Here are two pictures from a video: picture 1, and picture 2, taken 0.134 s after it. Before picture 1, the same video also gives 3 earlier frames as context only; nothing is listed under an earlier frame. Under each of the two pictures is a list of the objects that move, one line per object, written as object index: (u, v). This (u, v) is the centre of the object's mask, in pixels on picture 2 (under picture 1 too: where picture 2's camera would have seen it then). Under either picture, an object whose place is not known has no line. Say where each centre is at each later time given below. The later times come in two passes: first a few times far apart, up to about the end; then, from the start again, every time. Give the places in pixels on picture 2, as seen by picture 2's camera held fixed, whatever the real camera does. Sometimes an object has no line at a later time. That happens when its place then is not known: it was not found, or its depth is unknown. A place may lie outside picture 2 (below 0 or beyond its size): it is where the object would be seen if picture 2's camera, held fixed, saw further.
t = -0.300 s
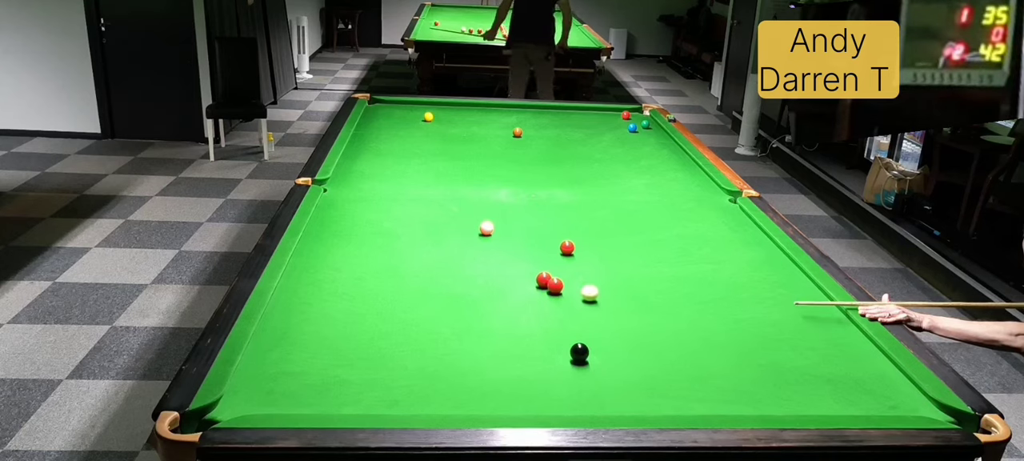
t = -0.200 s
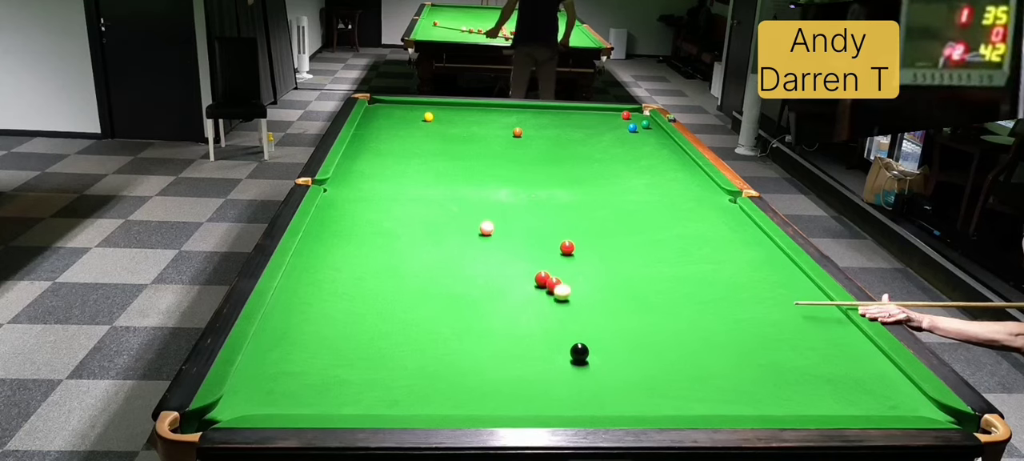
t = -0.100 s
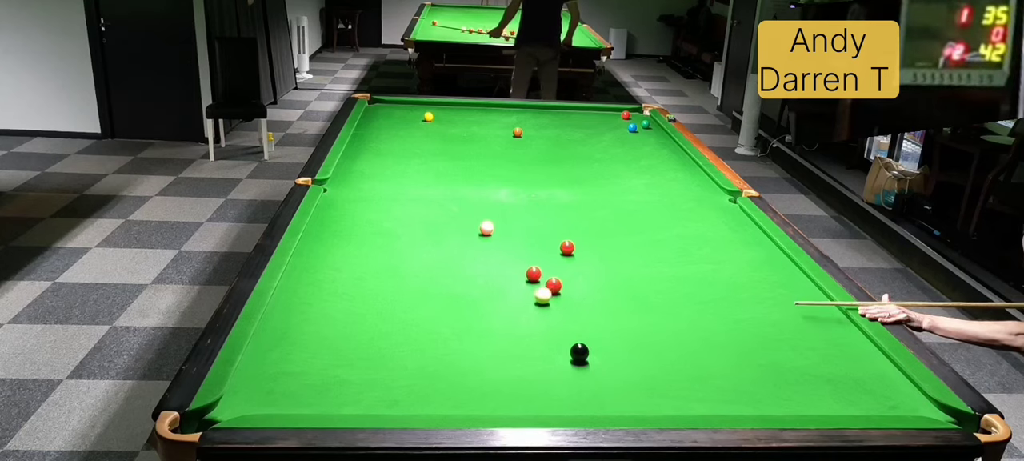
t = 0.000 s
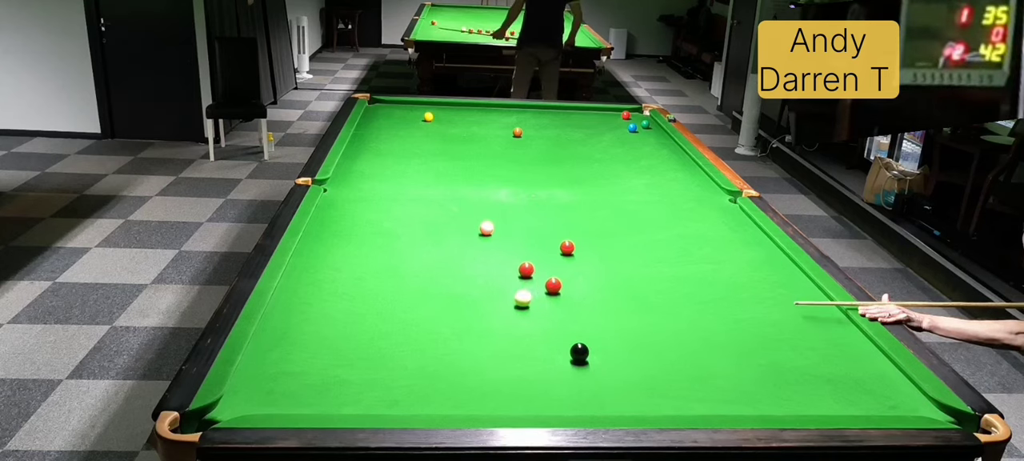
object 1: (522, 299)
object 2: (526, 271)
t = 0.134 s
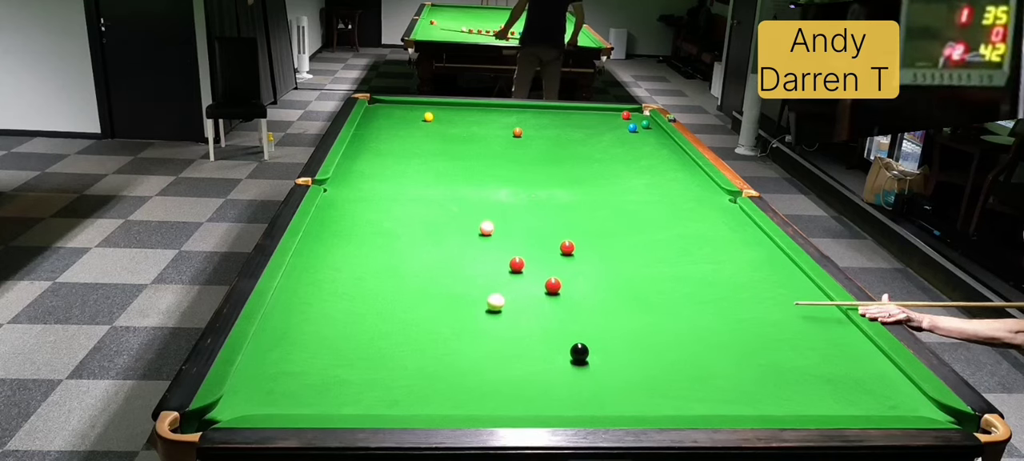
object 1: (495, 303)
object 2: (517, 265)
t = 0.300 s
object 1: (461, 309)
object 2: (505, 259)
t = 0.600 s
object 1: (398, 318)
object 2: (487, 249)
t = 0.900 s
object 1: (334, 327)
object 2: (471, 240)
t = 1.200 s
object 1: (270, 336)
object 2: (457, 232)
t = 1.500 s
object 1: (294, 343)
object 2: (445, 226)
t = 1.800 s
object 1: (327, 350)
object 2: (434, 220)
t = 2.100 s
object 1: (357, 356)
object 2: (425, 215)
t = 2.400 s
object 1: (386, 361)
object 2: (416, 211)
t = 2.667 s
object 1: (410, 366)
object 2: (410, 207)
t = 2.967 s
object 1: (434, 370)
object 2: (403, 205)
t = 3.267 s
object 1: (456, 373)
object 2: (399, 202)
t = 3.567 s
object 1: (475, 375)
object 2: (395, 200)
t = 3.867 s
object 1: (492, 378)
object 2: (392, 199)
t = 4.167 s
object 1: (505, 379)
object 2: (391, 198)
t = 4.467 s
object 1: (515, 380)
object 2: (390, 198)
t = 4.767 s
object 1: (523, 380)
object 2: (390, 198)
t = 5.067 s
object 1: (526, 380)
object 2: (390, 198)
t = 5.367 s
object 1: (528, 380)
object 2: (390, 198)
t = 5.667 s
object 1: (527, 381)
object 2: (390, 198)
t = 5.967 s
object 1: (527, 380)
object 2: (390, 198)
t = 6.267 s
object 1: (527, 381)
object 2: (390, 198)
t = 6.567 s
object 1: (527, 381)
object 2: (390, 198)
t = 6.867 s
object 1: (527, 380)
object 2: (390, 198)
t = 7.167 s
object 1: (527, 381)
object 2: (390, 198)
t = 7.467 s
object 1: (527, 381)
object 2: (390, 198)
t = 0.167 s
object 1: (488, 304)
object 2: (514, 264)
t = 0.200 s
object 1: (481, 305)
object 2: (512, 263)
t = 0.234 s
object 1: (475, 306)
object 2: (510, 262)
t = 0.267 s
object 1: (468, 307)
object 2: (508, 260)
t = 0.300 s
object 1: (461, 309)
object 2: (505, 259)
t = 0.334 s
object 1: (454, 310)
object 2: (503, 258)
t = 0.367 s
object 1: (447, 311)
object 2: (501, 257)
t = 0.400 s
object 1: (440, 312)
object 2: (499, 255)
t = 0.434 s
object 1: (433, 313)
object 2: (497, 254)
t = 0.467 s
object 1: (426, 314)
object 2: (495, 253)
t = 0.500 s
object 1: (419, 315)
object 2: (493, 252)
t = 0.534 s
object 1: (412, 316)
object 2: (491, 251)
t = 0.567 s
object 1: (405, 317)
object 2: (489, 250)
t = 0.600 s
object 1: (398, 318)
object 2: (487, 249)
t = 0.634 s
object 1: (391, 319)
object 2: (485, 248)
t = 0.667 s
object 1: (384, 320)
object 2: (484, 247)
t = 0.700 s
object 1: (377, 321)
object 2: (481, 246)
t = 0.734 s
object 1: (369, 322)
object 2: (480, 245)
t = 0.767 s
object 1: (362, 323)
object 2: (478, 244)
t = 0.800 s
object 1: (355, 324)
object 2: (476, 243)
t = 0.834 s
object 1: (348, 325)
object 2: (474, 242)
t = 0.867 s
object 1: (341, 326)
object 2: (473, 241)
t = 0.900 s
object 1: (334, 327)
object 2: (471, 240)
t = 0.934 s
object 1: (327, 328)
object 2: (469, 239)
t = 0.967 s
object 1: (320, 329)
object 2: (468, 239)
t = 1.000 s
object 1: (313, 330)
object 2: (466, 238)
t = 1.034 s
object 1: (305, 331)
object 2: (465, 237)
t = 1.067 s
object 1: (298, 332)
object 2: (463, 236)
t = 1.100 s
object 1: (291, 332)
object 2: (462, 235)
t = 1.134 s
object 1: (284, 334)
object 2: (460, 234)
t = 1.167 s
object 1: (277, 335)
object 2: (458, 233)
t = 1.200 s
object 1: (270, 336)
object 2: (457, 232)
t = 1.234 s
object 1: (263, 337)
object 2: (455, 232)
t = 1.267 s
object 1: (267, 337)
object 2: (454, 231)
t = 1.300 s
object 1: (271, 338)
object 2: (452, 230)
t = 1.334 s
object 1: (275, 339)
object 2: (451, 229)
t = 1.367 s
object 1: (279, 340)
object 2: (450, 229)
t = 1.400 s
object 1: (283, 341)
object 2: (448, 228)
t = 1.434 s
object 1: (287, 342)
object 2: (447, 227)
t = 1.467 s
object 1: (290, 342)
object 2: (446, 226)
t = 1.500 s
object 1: (294, 343)
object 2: (445, 226)
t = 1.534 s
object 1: (298, 344)
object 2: (443, 225)
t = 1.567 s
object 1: (301, 345)
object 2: (442, 224)
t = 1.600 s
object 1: (305, 345)
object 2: (441, 224)
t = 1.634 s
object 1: (309, 346)
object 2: (440, 223)
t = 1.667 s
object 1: (312, 347)
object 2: (438, 223)
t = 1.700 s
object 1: (316, 348)
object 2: (437, 222)
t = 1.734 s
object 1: (320, 348)
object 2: (436, 221)
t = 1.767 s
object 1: (323, 349)
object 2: (435, 220)
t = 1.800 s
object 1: (327, 350)
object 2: (434, 220)
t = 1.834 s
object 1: (330, 350)
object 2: (433, 220)
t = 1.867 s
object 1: (333, 351)
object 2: (432, 219)
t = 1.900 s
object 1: (337, 352)
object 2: (431, 219)
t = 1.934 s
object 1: (340, 353)
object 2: (430, 218)
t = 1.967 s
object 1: (344, 353)
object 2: (428, 217)
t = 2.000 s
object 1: (347, 354)
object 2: (427, 217)
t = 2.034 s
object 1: (350, 355)
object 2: (426, 216)
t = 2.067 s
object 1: (354, 355)
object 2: (426, 216)
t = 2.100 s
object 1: (357, 356)
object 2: (425, 215)
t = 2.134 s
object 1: (360, 356)
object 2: (423, 214)
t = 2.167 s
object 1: (364, 357)
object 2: (423, 214)
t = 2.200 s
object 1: (367, 358)
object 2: (421, 214)
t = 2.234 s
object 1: (370, 358)
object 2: (421, 213)
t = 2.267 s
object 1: (373, 359)
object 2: (420, 212)
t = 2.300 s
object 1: (376, 360)
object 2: (419, 212)
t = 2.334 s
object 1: (380, 360)
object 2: (418, 212)
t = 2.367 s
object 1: (383, 361)
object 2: (417, 211)
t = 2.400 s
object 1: (386, 361)
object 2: (416, 211)
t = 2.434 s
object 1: (389, 362)
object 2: (415, 210)
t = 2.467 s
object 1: (392, 362)
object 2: (414, 210)
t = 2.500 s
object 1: (395, 363)
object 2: (414, 209)
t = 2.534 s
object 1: (398, 363)
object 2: (413, 209)
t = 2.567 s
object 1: (401, 364)
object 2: (412, 209)
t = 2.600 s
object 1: (404, 364)
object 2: (411, 208)
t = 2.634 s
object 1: (406, 365)
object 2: (410, 208)
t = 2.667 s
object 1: (410, 366)
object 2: (410, 207)
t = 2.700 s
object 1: (412, 366)
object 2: (409, 207)
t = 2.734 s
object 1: (415, 367)
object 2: (408, 207)
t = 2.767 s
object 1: (418, 367)
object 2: (407, 206)
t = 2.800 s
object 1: (421, 368)
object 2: (407, 206)
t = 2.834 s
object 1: (424, 368)
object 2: (406, 206)
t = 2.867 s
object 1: (426, 368)
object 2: (405, 205)
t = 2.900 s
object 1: (429, 369)
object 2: (405, 205)
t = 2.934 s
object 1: (431, 369)
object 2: (404, 205)
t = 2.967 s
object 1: (434, 370)
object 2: (403, 205)
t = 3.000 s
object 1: (436, 370)
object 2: (403, 204)
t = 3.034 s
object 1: (439, 370)
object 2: (402, 204)
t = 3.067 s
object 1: (442, 371)
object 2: (402, 204)
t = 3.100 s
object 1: (444, 371)
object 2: (401, 203)
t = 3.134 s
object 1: (447, 371)
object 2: (401, 203)
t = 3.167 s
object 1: (449, 372)
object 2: (400, 203)
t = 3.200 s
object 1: (451, 372)
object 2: (400, 202)
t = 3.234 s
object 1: (454, 372)
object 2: (399, 202)
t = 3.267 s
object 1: (456, 373)
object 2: (399, 202)
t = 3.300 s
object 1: (458, 373)
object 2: (398, 202)
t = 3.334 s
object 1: (460, 373)
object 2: (398, 202)
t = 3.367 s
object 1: (463, 374)
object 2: (397, 201)
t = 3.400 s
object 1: (465, 374)
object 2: (397, 201)
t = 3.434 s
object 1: (467, 374)
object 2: (396, 201)
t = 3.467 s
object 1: (469, 375)
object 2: (396, 201)
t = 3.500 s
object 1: (471, 375)
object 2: (396, 201)
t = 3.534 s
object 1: (473, 375)
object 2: (395, 200)
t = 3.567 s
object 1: (475, 375)
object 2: (395, 200)
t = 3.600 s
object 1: (477, 376)
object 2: (395, 200)
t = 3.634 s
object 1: (479, 376)
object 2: (394, 200)
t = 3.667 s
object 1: (481, 376)
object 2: (394, 200)
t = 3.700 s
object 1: (483, 376)
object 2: (394, 199)
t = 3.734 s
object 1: (484, 377)
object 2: (393, 199)
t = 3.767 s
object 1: (486, 377)
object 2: (393, 199)
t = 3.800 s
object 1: (488, 377)
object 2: (393, 199)
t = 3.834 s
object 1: (490, 377)
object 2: (392, 199)
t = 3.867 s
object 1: (492, 378)
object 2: (392, 199)
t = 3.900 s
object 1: (493, 378)
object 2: (392, 199)
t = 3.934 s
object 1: (495, 378)
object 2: (392, 199)
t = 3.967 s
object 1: (496, 378)
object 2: (392, 199)
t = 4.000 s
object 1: (498, 378)
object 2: (391, 198)
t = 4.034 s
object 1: (499, 378)
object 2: (391, 198)
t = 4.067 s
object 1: (501, 379)
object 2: (391, 198)
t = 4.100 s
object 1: (502, 379)
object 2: (391, 198)
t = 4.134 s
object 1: (503, 379)
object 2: (391, 198)
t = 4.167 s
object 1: (505, 379)
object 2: (391, 198)
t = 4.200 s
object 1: (506, 379)
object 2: (391, 198)
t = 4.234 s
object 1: (507, 379)
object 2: (391, 198)
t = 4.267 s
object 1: (509, 379)
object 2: (391, 198)
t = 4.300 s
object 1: (510, 380)
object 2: (390, 198)
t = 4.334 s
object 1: (511, 380)
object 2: (390, 198)
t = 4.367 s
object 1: (512, 380)
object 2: (390, 198)
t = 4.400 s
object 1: (513, 380)
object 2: (390, 198)
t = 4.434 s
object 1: (514, 380)
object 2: (390, 198)
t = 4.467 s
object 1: (515, 380)
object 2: (390, 198)
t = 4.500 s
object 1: (516, 380)
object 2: (390, 198)
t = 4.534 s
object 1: (517, 380)
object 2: (390, 198)
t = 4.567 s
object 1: (518, 380)
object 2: (390, 198)
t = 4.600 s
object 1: (519, 380)
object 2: (390, 198)
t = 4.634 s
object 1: (520, 380)
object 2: (390, 198)
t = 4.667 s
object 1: (520, 380)
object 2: (390, 198)
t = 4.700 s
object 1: (521, 380)
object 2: (390, 198)
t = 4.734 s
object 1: (522, 380)
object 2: (390, 198)
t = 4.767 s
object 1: (523, 380)
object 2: (390, 198)
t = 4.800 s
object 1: (523, 380)
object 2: (390, 198)
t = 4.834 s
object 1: (524, 380)
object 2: (390, 198)
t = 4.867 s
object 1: (524, 380)
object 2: (390, 198)
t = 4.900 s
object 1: (525, 380)
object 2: (390, 198)
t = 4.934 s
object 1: (525, 380)
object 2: (390, 198)
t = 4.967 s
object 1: (526, 380)
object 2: (390, 198)
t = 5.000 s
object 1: (526, 380)
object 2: (390, 198)
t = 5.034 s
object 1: (526, 380)
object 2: (390, 198)
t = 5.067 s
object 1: (526, 380)
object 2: (390, 198)
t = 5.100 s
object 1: (527, 380)
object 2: (390, 198)
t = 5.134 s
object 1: (527, 380)
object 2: (390, 198)
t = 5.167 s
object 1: (527, 380)
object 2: (390, 198)
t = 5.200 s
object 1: (527, 380)
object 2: (390, 198)
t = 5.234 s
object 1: (527, 380)
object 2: (390, 198)
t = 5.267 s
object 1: (528, 380)
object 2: (390, 198)
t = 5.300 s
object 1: (528, 380)
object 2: (390, 198)
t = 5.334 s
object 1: (528, 380)
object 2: (390, 198)
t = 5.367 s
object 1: (528, 380)
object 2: (390, 198)
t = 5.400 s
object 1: (528, 381)
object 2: (390, 198)
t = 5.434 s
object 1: (528, 380)
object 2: (390, 198)
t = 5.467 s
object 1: (528, 381)
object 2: (390, 198)
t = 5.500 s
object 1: (528, 381)
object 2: (390, 198)
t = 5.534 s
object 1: (528, 380)
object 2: (390, 198)
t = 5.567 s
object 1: (527, 381)
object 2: (390, 198)
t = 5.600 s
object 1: (527, 381)
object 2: (390, 198)
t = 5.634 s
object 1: (527, 381)
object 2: (390, 198)
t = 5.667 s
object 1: (527, 381)
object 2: (390, 198)
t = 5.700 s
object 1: (527, 381)
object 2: (390, 198)
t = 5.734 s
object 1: (527, 381)
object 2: (390, 198)
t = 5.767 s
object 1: (527, 381)
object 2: (390, 198)
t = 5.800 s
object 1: (527, 381)
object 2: (390, 198)
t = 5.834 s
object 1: (527, 381)
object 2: (390, 198)
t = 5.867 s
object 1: (527, 381)
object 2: (390, 198)
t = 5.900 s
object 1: (527, 381)
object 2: (390, 198)
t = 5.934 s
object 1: (527, 381)
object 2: (390, 198)
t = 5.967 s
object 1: (527, 380)
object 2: (390, 198)
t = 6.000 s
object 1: (527, 380)
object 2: (390, 198)
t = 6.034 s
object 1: (527, 380)
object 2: (390, 198)
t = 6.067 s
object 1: (527, 381)
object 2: (390, 198)
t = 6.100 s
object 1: (527, 380)
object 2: (390, 198)
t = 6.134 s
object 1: (527, 380)
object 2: (390, 198)
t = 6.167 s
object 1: (527, 380)
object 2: (390, 198)
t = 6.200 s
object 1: (527, 380)
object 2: (390, 198)
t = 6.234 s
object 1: (527, 380)
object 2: (390, 198)
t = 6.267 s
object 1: (527, 381)
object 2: (390, 198)
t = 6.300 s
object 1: (527, 381)
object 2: (390, 198)
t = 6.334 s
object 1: (527, 380)
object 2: (390, 198)
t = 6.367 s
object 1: (527, 380)
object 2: (390, 198)
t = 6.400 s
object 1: (527, 380)
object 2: (390, 198)
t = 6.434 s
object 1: (527, 380)
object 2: (390, 198)
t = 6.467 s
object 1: (527, 380)
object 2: (390, 198)
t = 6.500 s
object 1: (527, 381)
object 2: (390, 198)
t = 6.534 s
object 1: (527, 381)
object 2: (390, 198)
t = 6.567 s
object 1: (527, 381)
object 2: (390, 198)
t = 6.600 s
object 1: (527, 380)
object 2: (390, 198)
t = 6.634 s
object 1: (527, 380)
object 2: (390, 198)
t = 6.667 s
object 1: (527, 381)
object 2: (390, 198)
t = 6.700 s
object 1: (527, 380)
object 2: (390, 198)
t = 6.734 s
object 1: (527, 381)
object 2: (390, 198)
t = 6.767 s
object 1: (527, 381)
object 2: (390, 198)
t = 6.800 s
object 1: (527, 381)
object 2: (390, 198)
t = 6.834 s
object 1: (527, 381)
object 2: (390, 198)
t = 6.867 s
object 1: (527, 380)
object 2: (390, 198)
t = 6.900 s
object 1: (527, 380)
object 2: (390, 198)
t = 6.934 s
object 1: (527, 381)
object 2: (390, 198)
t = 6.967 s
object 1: (527, 381)
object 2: (390, 198)
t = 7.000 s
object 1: (527, 380)
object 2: (390, 198)
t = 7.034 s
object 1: (527, 380)
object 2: (390, 198)
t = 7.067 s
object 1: (527, 380)
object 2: (390, 198)
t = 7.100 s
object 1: (527, 380)
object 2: (390, 198)
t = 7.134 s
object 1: (527, 380)
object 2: (390, 198)
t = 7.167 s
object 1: (527, 381)
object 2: (390, 198)
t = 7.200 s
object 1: (527, 381)
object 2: (390, 198)
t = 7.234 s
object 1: (527, 381)
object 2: (390, 198)
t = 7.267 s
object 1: (527, 381)
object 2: (390, 199)
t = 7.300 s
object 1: (527, 381)
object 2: (390, 198)
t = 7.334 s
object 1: (527, 380)
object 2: (390, 198)
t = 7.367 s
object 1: (527, 381)
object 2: (390, 198)
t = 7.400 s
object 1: (527, 381)
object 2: (390, 198)
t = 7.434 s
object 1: (527, 381)
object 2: (390, 198)
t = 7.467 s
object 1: (527, 381)
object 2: (390, 198)
